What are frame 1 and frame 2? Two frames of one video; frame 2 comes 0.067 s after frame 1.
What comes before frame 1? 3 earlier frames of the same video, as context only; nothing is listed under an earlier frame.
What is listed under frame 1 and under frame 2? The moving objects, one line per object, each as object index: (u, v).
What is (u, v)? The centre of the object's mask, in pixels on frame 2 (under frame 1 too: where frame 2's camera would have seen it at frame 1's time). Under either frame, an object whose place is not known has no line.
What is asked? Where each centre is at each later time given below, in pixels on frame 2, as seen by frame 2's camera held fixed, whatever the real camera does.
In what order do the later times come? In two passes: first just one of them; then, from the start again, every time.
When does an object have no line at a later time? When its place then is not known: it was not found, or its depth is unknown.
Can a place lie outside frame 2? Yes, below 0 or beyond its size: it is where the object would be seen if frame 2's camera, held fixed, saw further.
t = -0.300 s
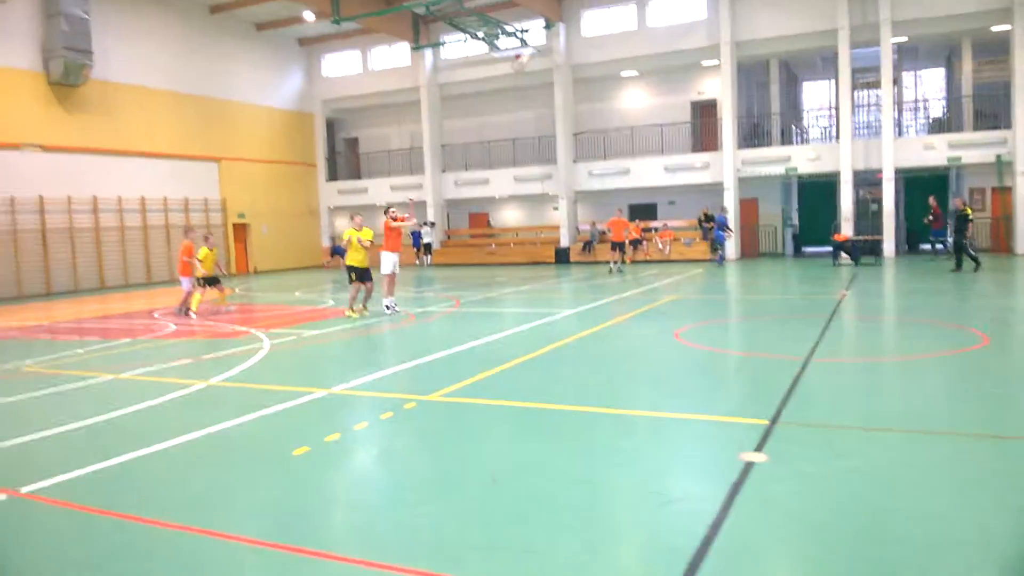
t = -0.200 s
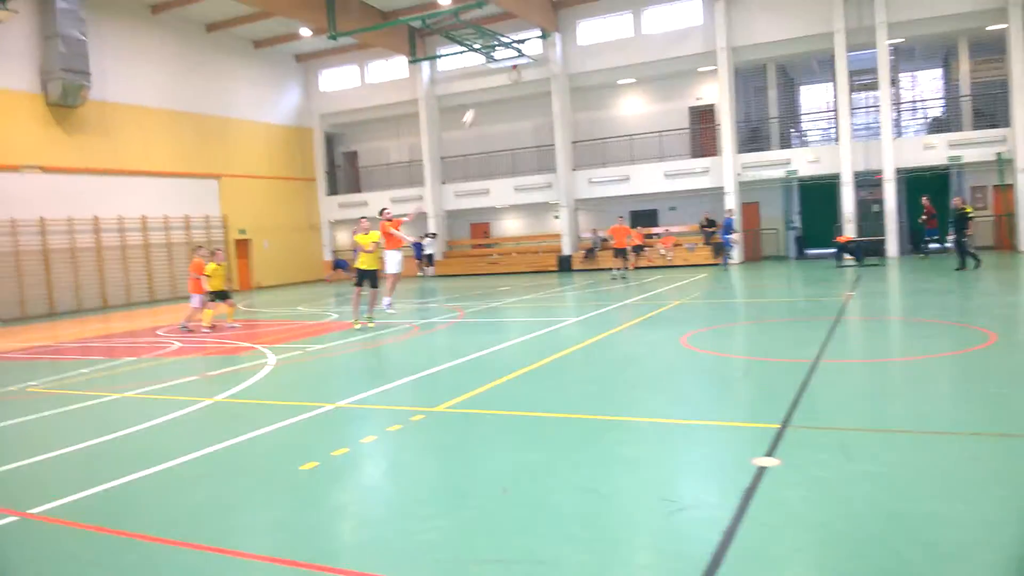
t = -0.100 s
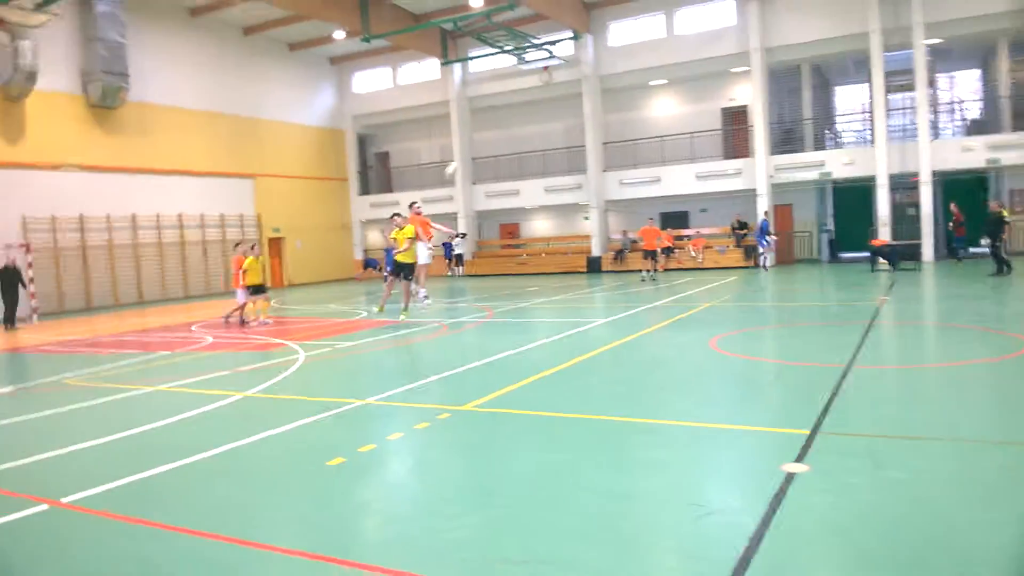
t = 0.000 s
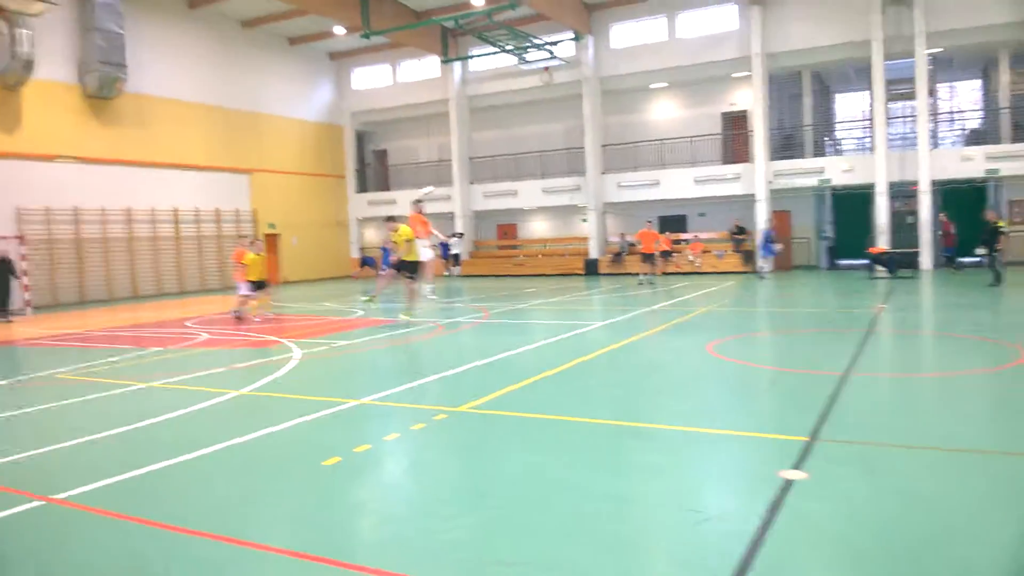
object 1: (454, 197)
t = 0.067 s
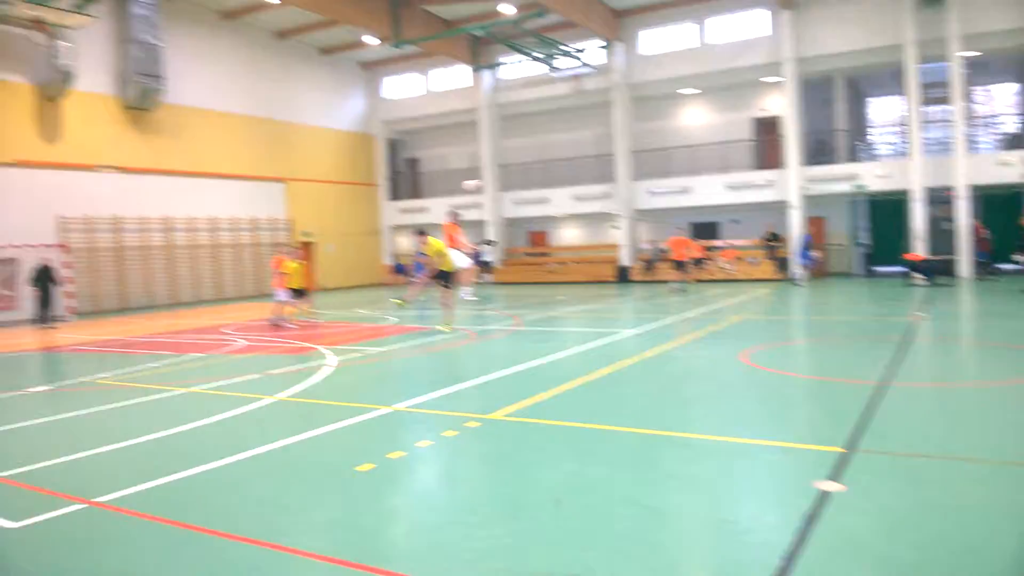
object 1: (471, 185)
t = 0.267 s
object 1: (516, 149)
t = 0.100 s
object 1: (479, 177)
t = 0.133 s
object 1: (485, 170)
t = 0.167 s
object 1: (491, 164)
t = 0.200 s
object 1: (498, 159)
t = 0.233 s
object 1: (506, 154)
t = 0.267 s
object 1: (516, 149)
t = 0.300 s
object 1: (525, 144)
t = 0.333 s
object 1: (534, 144)
